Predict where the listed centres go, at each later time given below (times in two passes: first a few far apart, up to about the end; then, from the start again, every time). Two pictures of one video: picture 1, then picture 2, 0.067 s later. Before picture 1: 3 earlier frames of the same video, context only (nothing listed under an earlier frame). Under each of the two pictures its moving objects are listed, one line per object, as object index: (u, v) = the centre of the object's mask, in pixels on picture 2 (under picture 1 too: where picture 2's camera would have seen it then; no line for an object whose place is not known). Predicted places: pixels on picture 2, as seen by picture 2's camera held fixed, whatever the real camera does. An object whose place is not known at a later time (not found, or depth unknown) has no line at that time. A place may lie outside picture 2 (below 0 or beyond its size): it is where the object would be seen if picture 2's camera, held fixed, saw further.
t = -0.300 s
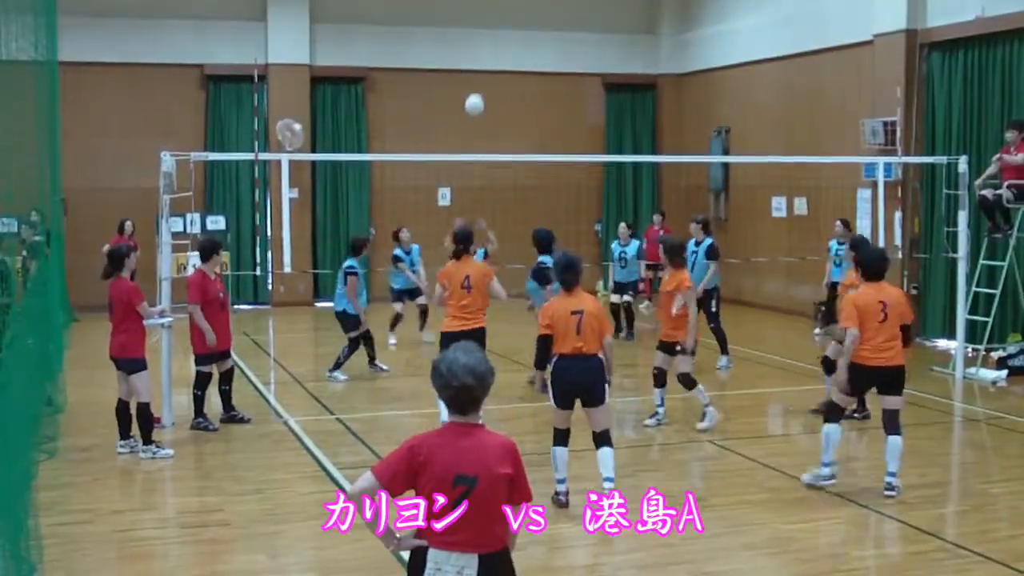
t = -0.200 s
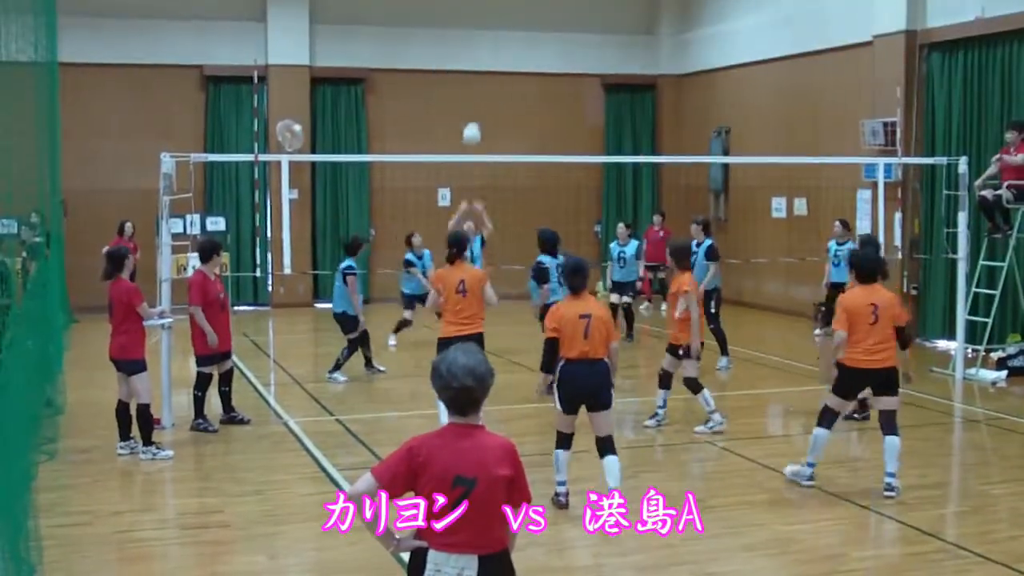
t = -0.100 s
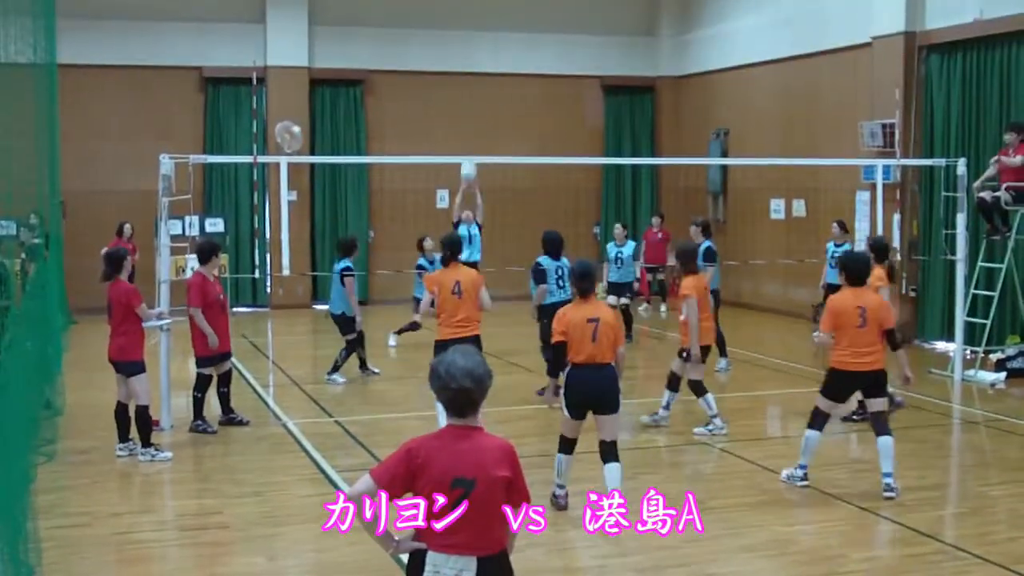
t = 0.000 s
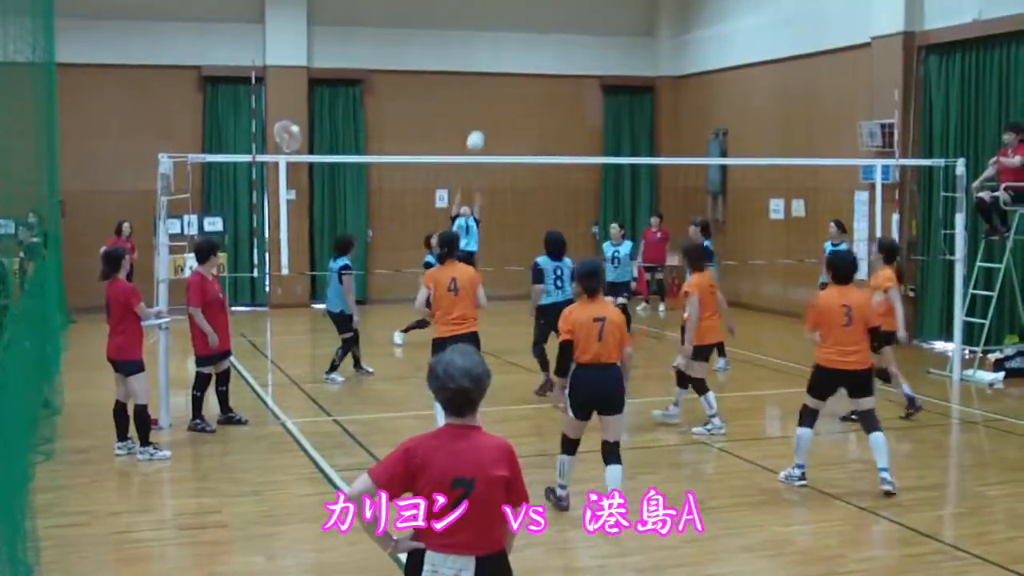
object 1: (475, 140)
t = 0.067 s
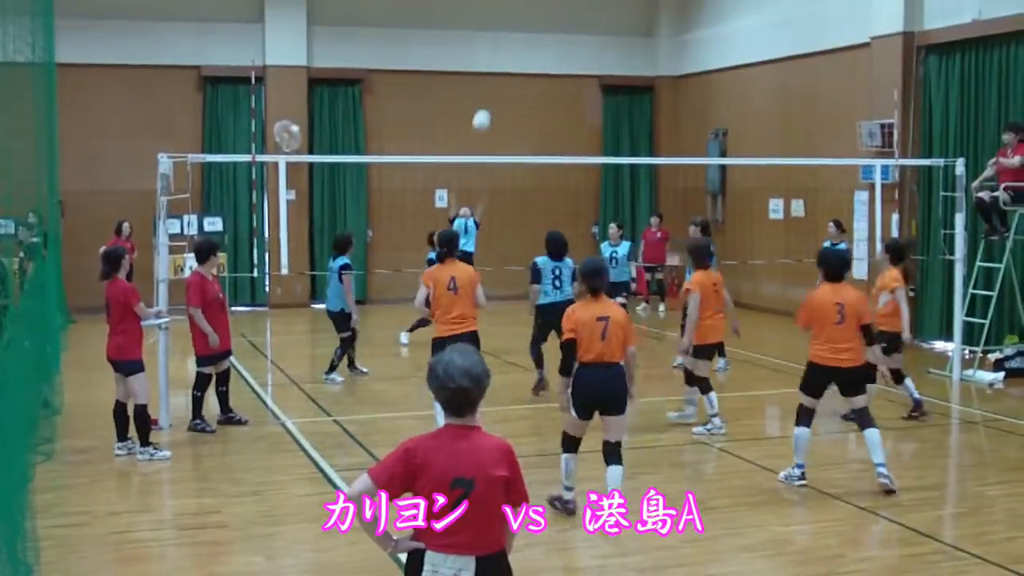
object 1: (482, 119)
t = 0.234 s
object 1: (497, 83)
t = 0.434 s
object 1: (516, 69)
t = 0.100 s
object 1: (485, 111)
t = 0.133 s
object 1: (488, 103)
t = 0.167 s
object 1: (491, 95)
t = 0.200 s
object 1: (494, 89)
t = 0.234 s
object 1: (497, 83)
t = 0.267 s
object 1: (500, 79)
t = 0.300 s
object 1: (503, 75)
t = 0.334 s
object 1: (507, 72)
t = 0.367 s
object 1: (510, 69)
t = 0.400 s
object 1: (513, 69)
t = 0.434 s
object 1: (516, 69)
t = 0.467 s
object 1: (520, 69)
